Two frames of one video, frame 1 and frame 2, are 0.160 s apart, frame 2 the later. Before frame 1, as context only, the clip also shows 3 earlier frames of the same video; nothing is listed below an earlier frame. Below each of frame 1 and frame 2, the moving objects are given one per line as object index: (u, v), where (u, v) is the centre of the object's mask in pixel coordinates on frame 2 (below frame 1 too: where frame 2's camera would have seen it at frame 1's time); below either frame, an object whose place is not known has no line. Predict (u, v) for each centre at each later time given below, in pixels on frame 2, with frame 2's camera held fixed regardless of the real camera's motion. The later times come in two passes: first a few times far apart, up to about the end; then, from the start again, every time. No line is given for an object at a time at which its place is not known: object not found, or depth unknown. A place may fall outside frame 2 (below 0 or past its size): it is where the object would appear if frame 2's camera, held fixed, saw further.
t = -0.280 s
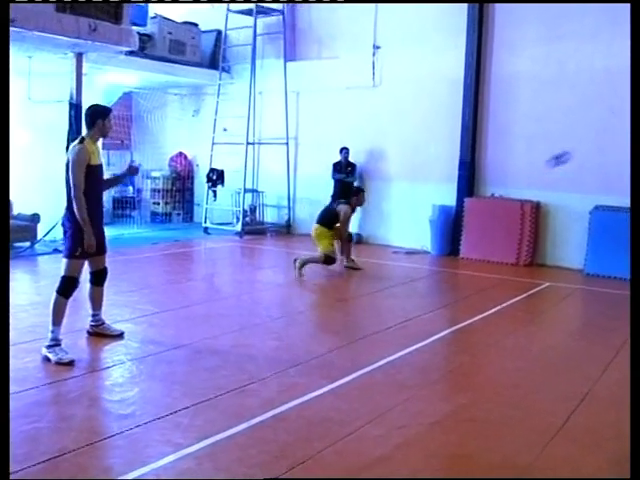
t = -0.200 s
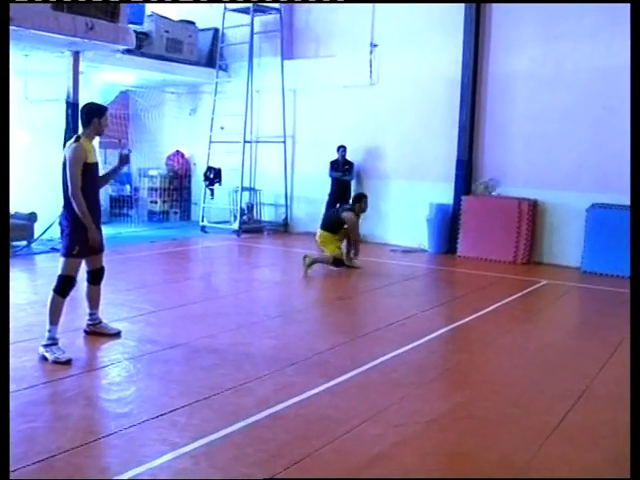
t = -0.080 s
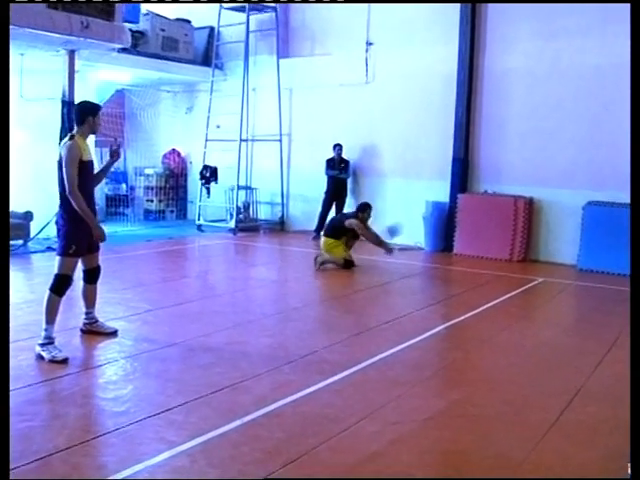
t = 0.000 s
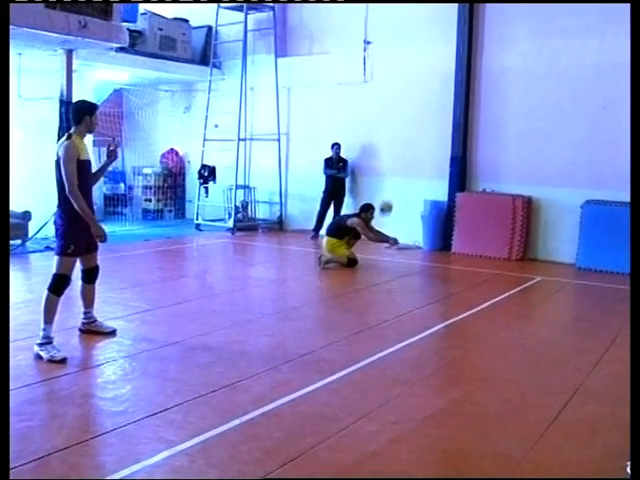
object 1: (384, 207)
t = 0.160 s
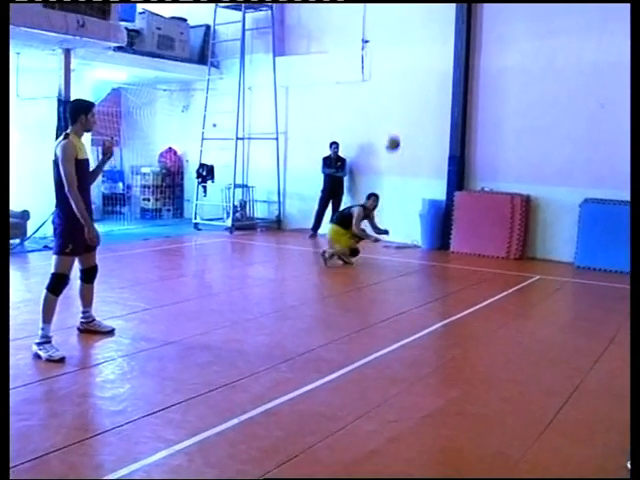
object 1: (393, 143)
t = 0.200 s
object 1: (394, 130)
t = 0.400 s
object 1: (403, 73)
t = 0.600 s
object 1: (410, 42)
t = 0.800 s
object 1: (415, 46)
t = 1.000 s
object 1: (419, 99)
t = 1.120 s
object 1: (421, 164)
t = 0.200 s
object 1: (394, 130)
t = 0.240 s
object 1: (396, 116)
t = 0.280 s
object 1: (398, 104)
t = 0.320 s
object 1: (400, 93)
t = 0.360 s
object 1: (401, 82)
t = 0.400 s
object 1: (403, 73)
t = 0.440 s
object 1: (404, 64)
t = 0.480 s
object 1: (406, 57)
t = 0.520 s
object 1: (407, 50)
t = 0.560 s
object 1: (409, 45)
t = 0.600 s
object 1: (410, 42)
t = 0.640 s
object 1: (411, 40)
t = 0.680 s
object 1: (412, 39)
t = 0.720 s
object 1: (414, 40)
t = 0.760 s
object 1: (414, 42)
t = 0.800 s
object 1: (415, 46)
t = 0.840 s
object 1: (417, 52)
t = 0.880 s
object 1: (417, 60)
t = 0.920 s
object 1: (418, 71)
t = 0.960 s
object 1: (418, 84)
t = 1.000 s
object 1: (419, 99)
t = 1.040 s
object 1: (419, 118)
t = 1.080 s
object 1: (420, 139)
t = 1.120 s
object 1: (421, 164)
